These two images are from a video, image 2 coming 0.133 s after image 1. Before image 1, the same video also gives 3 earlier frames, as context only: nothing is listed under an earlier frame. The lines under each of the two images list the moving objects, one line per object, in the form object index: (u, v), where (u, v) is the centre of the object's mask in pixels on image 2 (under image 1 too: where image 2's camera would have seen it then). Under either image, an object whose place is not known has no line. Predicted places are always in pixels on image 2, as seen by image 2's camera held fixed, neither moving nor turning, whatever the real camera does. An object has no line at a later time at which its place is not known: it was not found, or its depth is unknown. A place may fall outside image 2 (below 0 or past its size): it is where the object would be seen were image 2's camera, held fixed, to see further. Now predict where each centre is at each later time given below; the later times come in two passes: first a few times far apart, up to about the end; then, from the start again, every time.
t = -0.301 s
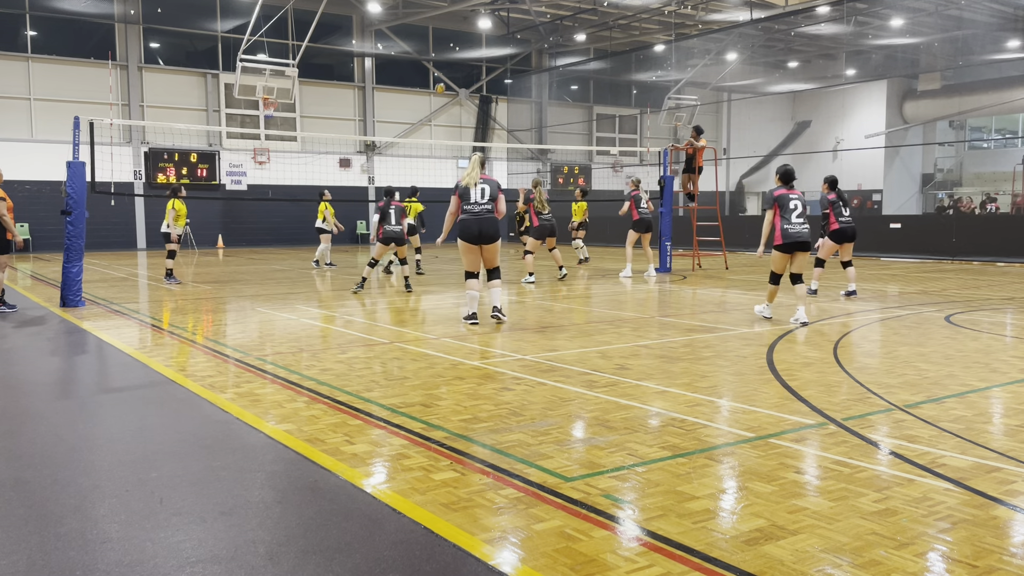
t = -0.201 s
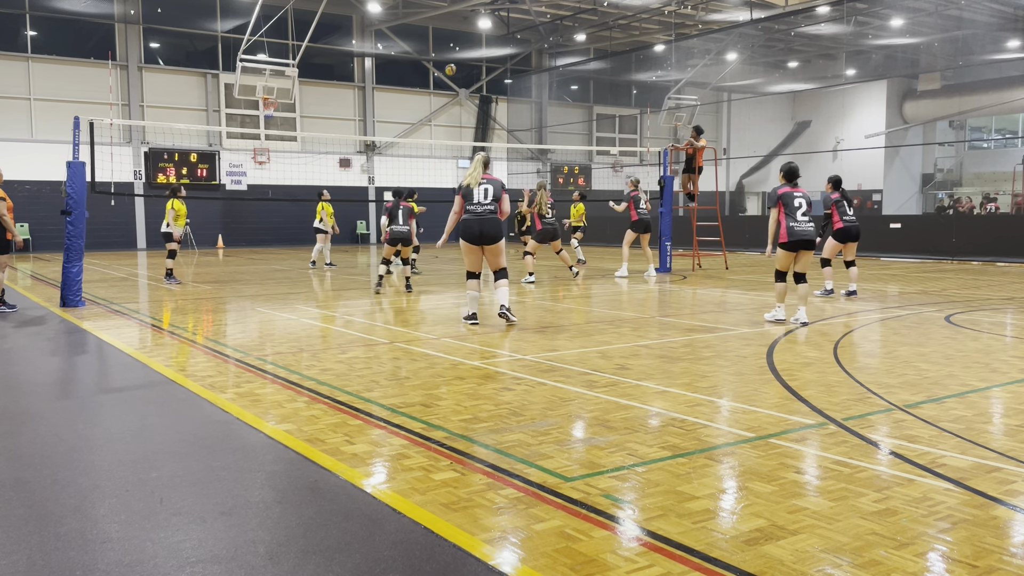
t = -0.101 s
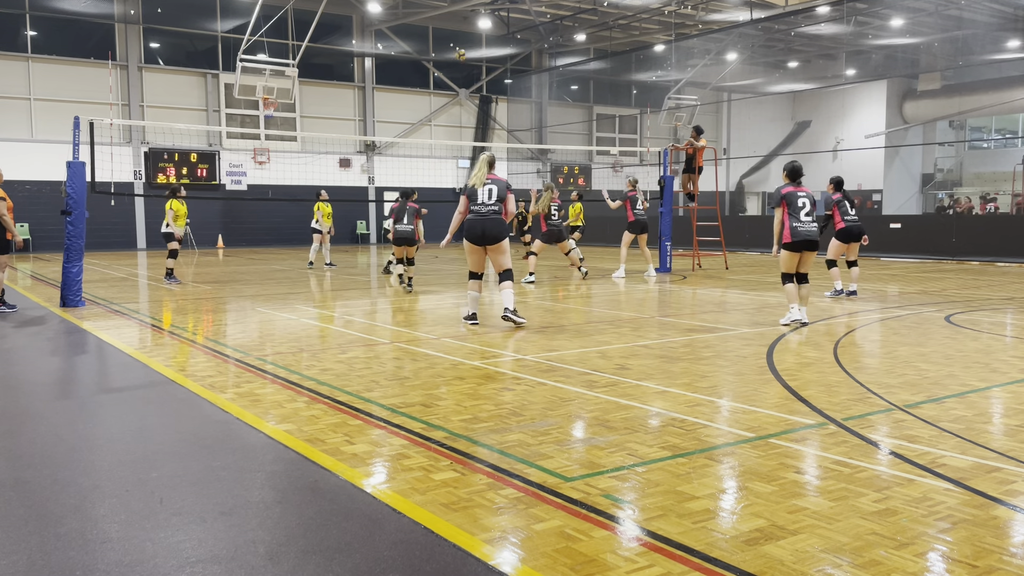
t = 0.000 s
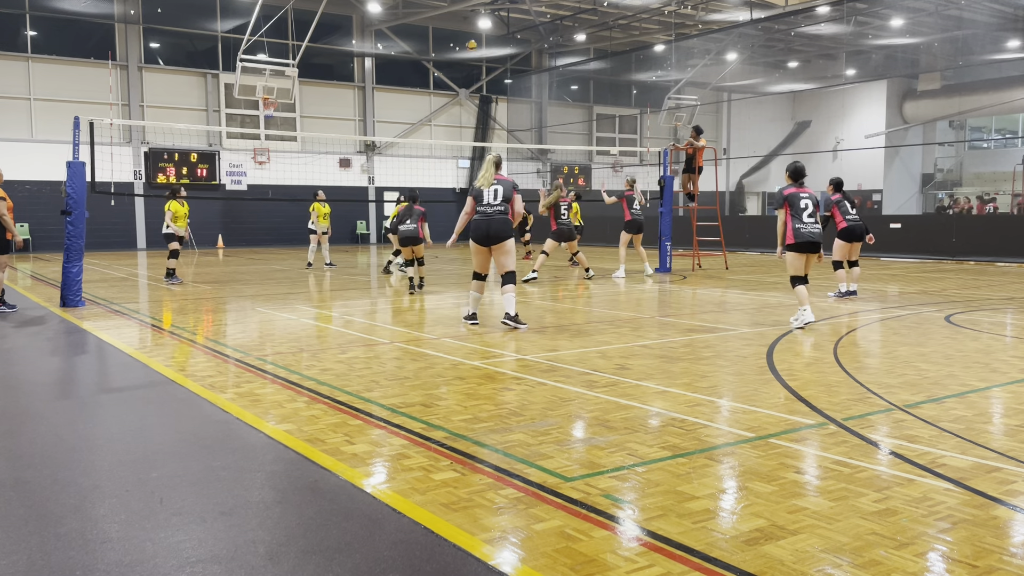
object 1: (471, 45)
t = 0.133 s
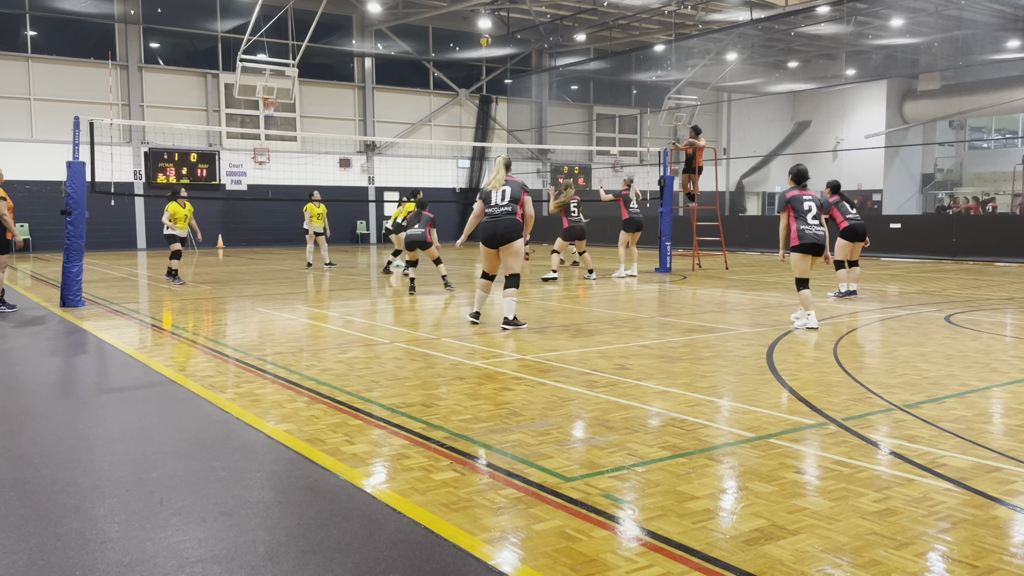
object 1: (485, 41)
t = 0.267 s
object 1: (499, 44)
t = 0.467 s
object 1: (520, 68)
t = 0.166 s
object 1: (489, 41)
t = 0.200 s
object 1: (492, 41)
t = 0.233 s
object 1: (496, 42)
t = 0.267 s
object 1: (499, 44)
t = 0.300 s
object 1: (503, 46)
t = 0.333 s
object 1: (507, 50)
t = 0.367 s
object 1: (510, 54)
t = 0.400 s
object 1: (514, 58)
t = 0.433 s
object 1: (517, 62)
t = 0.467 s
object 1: (520, 68)
